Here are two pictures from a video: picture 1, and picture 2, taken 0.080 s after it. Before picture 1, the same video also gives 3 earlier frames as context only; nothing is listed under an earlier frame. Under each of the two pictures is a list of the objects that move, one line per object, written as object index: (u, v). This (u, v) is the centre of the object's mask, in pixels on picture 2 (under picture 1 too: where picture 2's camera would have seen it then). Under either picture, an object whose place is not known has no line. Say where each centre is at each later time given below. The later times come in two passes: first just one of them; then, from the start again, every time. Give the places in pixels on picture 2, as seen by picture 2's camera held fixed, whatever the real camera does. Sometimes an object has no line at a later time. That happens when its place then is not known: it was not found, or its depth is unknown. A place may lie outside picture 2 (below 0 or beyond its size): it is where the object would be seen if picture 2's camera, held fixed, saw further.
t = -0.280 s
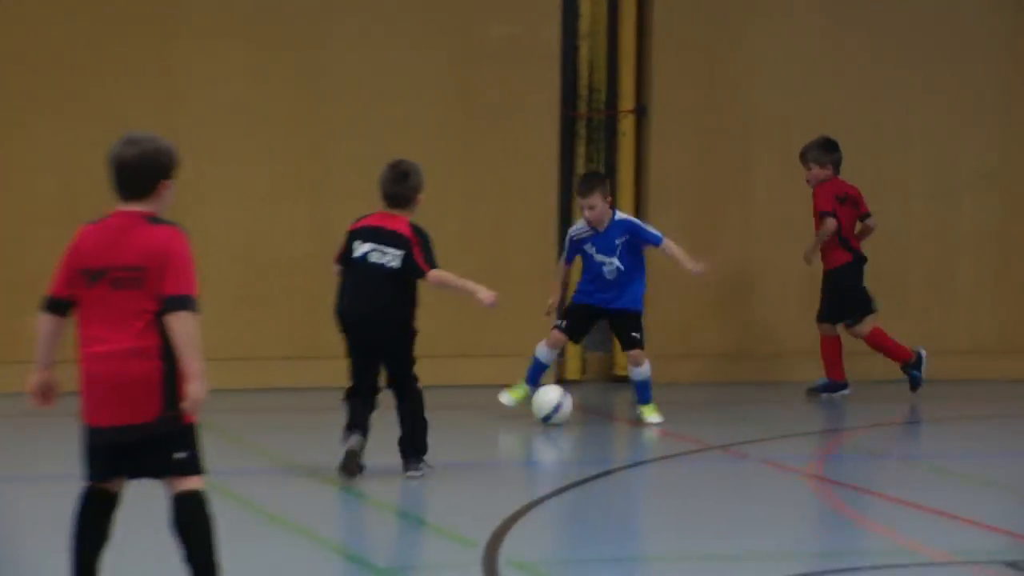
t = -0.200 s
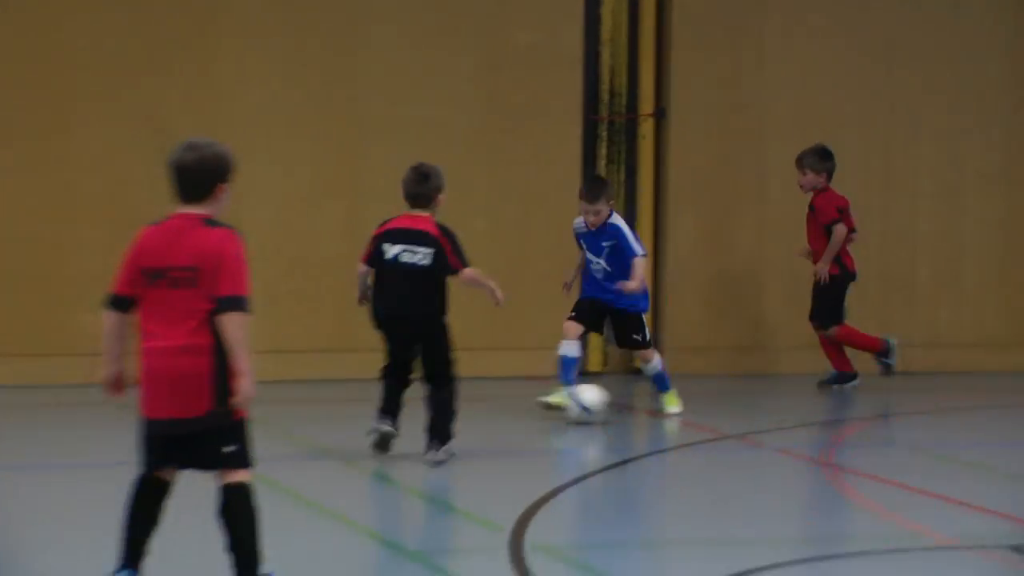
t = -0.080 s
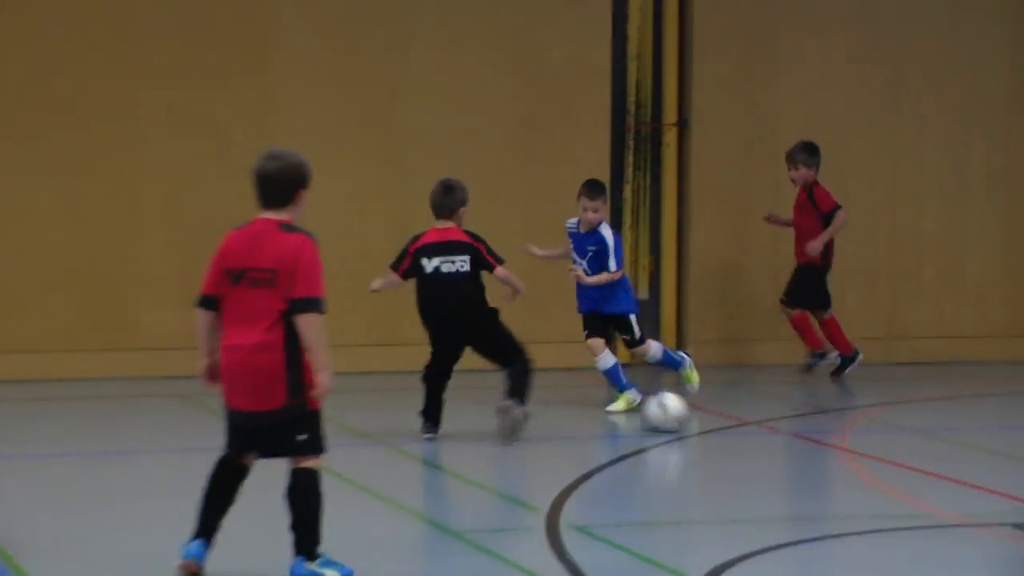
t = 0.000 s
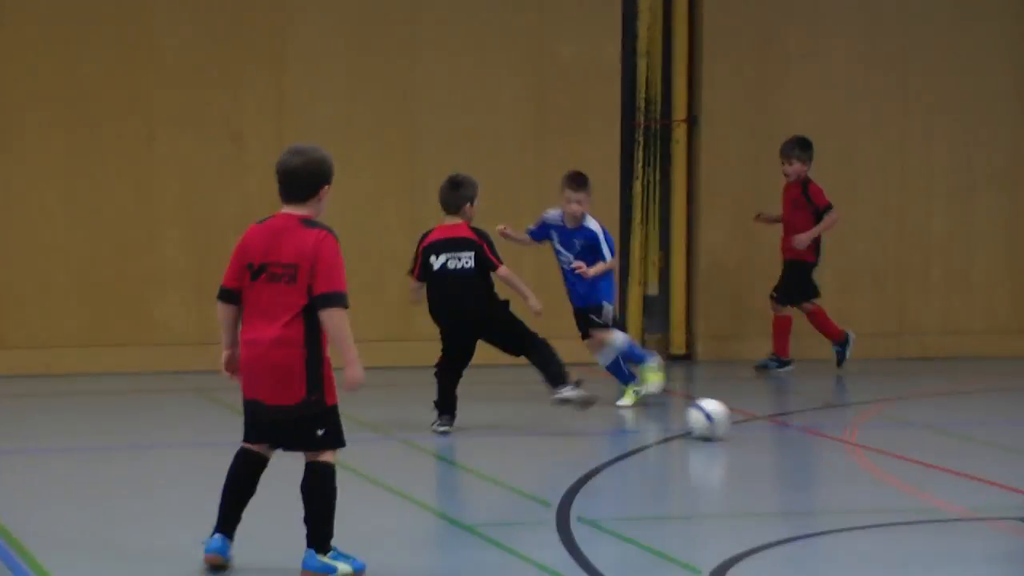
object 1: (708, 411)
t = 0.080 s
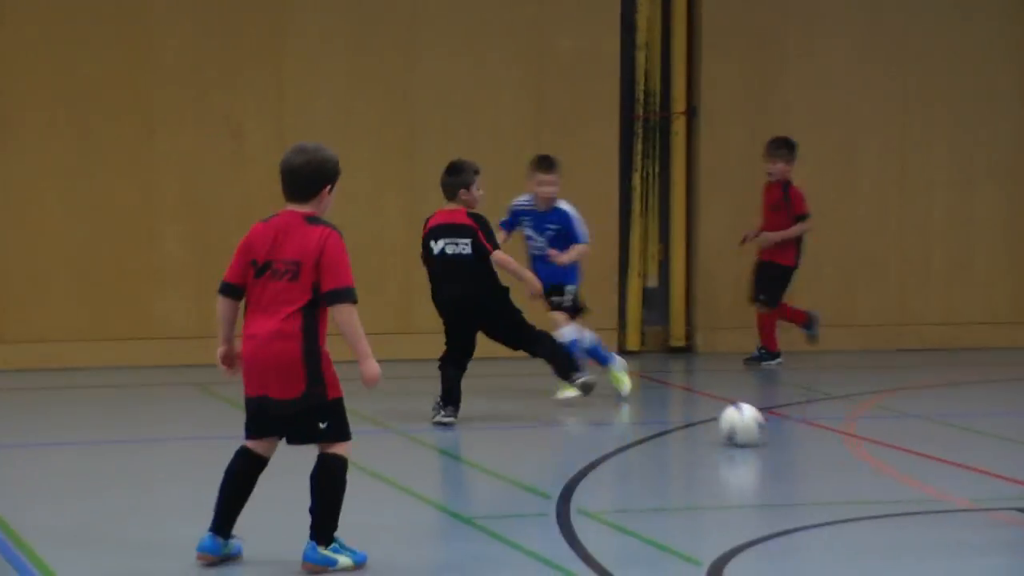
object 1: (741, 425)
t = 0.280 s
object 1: (822, 458)
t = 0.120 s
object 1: (757, 431)
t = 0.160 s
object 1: (773, 437)
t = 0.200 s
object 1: (789, 445)
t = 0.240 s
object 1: (805, 451)
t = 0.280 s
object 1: (822, 458)
